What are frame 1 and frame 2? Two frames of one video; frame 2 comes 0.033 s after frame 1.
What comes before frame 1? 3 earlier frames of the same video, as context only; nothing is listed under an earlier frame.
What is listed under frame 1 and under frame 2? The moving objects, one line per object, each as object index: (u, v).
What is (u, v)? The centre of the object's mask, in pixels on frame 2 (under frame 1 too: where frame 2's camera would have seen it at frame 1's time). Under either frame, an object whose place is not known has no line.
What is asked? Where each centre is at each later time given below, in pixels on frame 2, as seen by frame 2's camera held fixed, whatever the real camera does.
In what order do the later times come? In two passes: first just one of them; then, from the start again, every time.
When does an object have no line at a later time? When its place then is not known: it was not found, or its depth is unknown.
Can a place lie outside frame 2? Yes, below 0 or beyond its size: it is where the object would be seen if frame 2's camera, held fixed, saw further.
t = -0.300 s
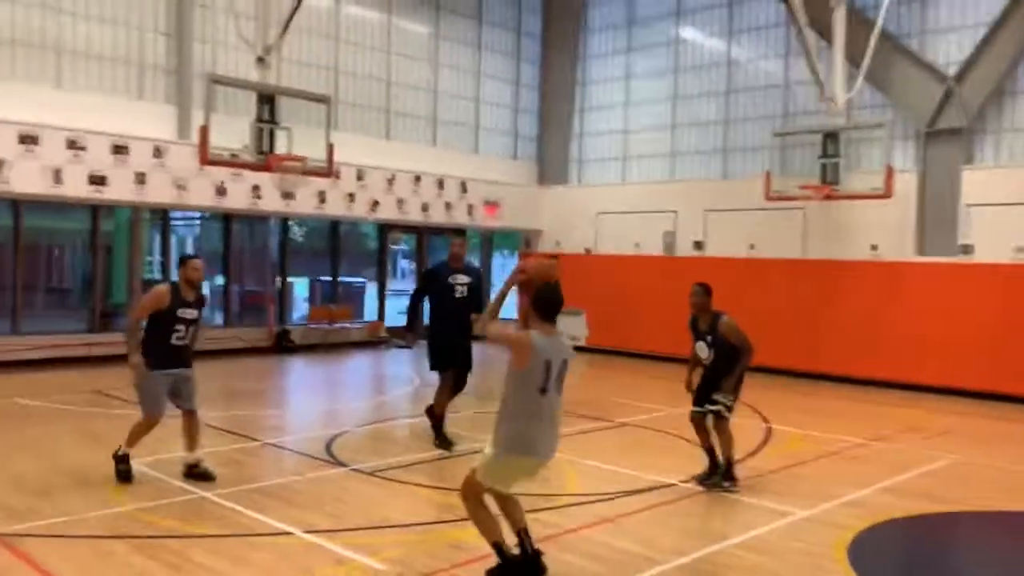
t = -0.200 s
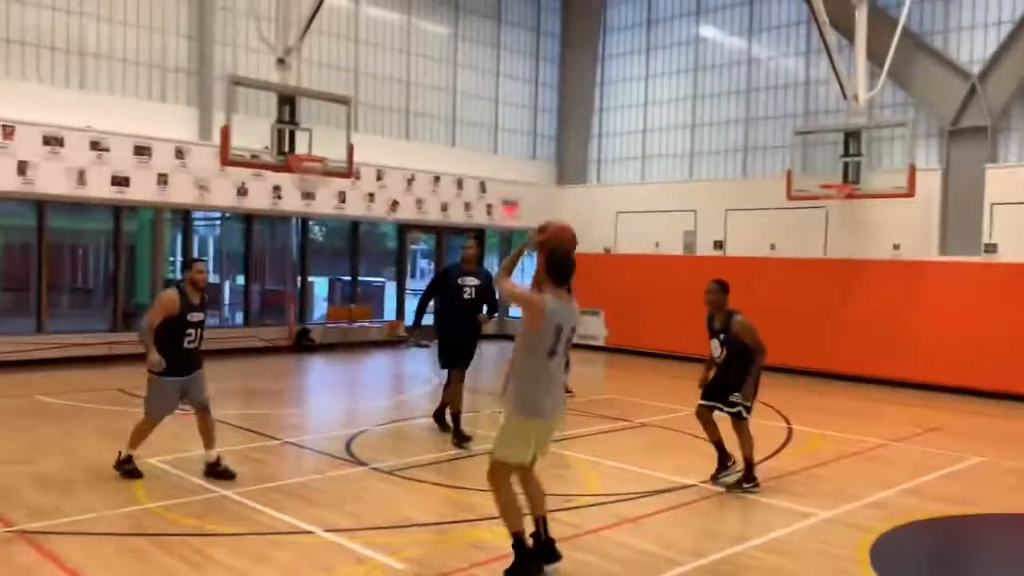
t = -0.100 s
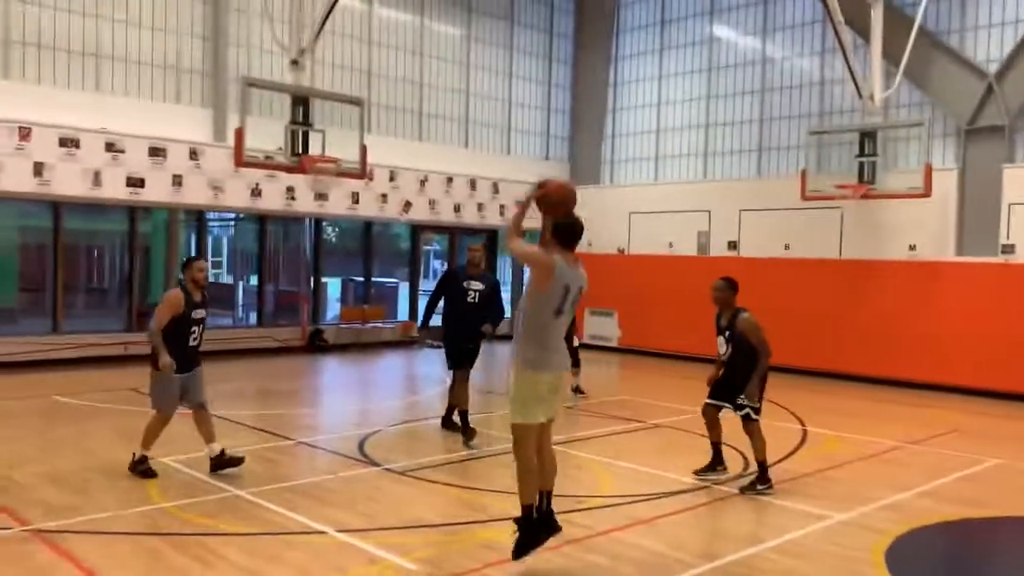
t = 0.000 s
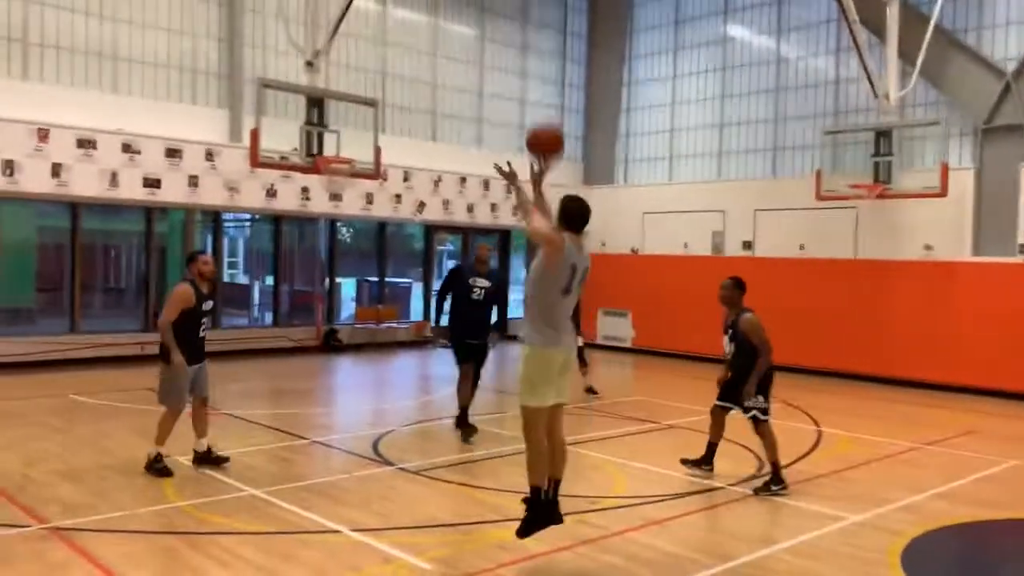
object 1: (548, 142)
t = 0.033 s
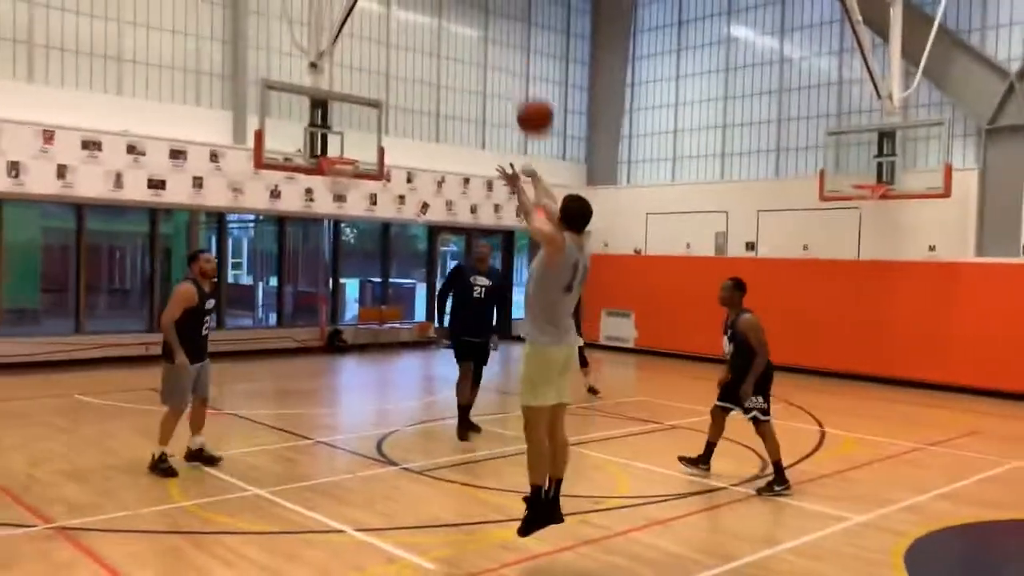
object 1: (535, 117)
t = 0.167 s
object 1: (489, 44)
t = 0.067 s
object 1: (521, 95)
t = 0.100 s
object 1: (510, 74)
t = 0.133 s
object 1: (499, 58)
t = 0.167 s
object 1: (489, 44)
